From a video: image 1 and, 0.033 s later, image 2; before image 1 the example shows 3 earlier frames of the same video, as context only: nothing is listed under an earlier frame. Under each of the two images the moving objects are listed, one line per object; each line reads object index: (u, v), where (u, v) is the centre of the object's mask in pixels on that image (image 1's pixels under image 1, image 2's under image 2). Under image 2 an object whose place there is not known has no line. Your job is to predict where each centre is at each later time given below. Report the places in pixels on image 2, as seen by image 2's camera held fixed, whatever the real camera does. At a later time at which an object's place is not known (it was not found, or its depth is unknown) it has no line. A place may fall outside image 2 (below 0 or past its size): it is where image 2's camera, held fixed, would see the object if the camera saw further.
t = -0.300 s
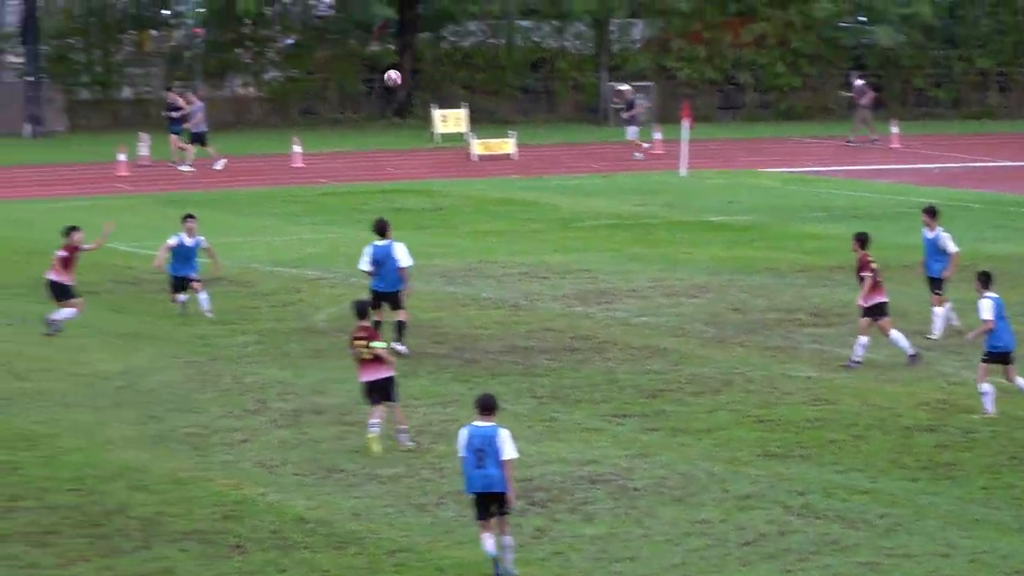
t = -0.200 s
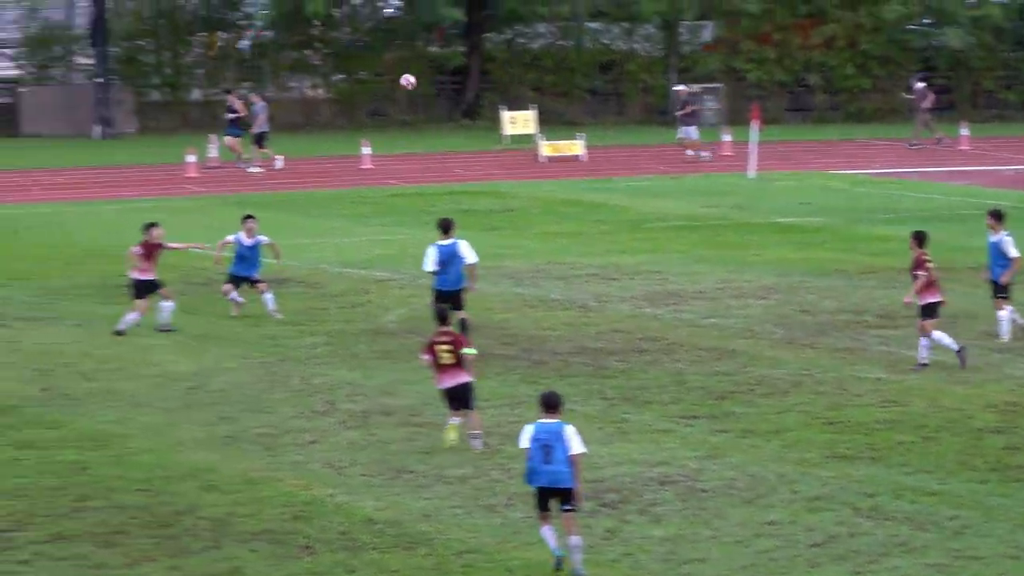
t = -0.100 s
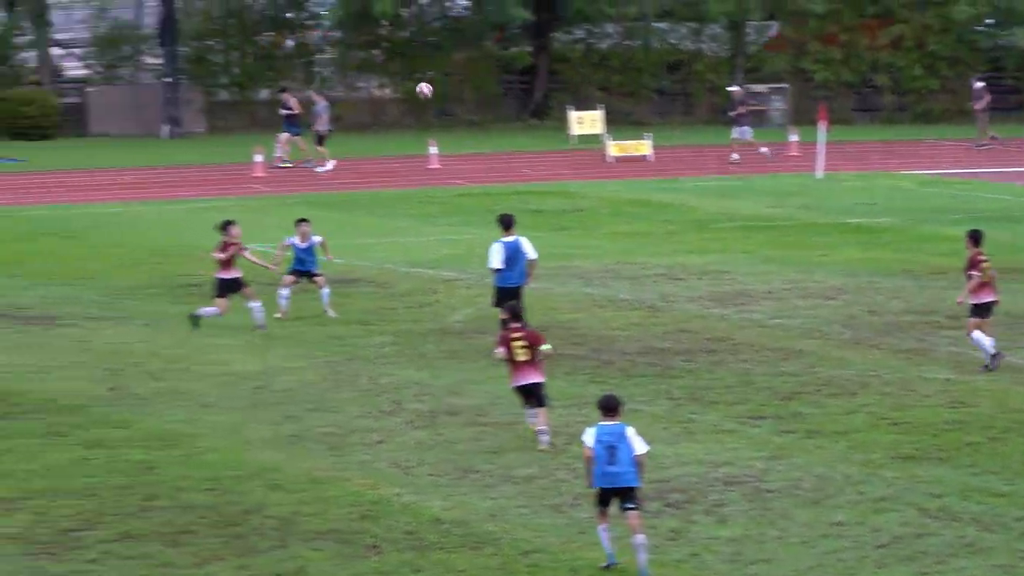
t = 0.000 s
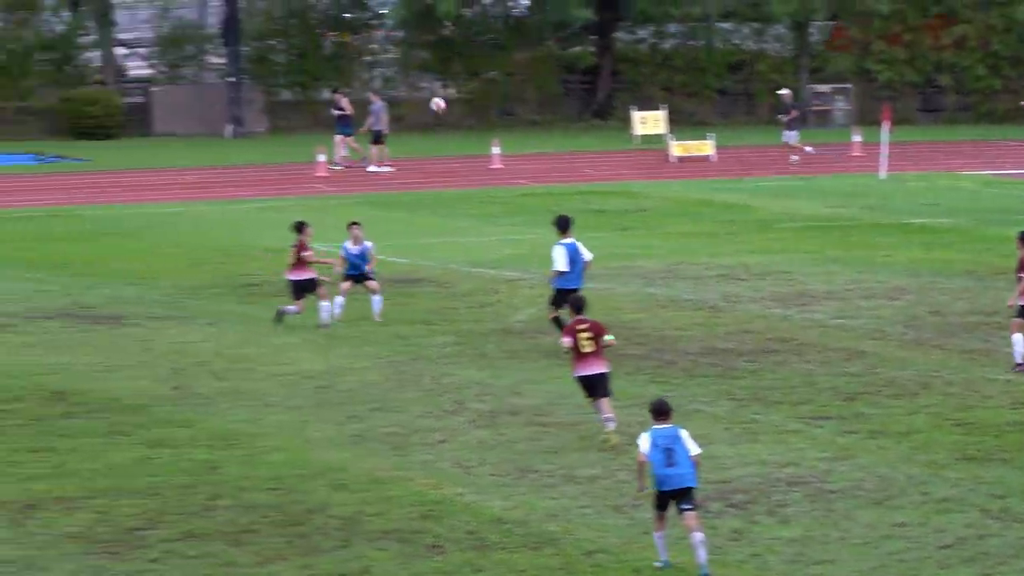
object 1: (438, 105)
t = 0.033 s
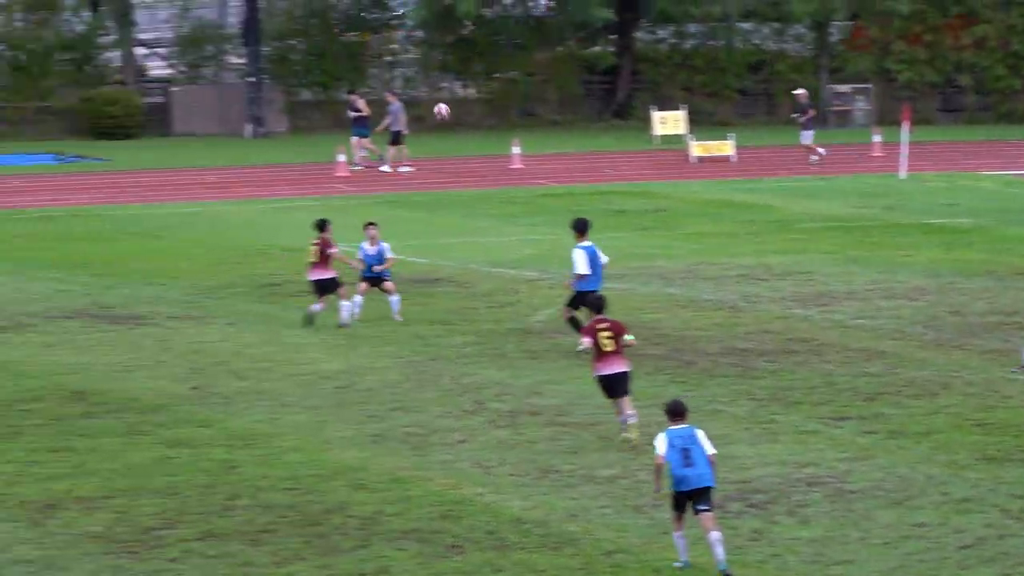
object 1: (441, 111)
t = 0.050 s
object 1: (436, 114)
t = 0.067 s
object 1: (429, 117)
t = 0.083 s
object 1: (421, 121)
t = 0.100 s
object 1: (413, 125)
